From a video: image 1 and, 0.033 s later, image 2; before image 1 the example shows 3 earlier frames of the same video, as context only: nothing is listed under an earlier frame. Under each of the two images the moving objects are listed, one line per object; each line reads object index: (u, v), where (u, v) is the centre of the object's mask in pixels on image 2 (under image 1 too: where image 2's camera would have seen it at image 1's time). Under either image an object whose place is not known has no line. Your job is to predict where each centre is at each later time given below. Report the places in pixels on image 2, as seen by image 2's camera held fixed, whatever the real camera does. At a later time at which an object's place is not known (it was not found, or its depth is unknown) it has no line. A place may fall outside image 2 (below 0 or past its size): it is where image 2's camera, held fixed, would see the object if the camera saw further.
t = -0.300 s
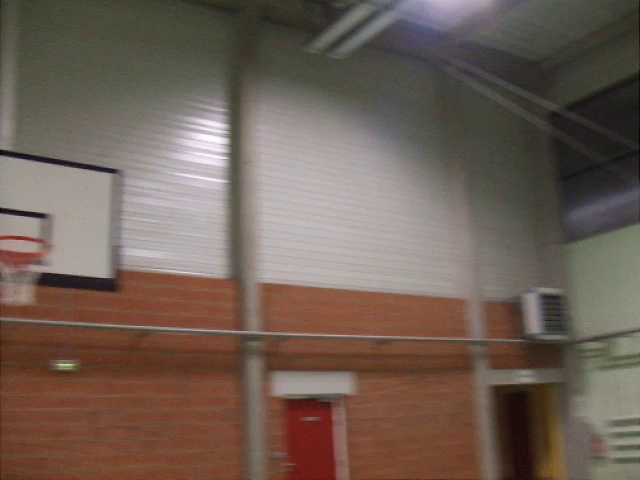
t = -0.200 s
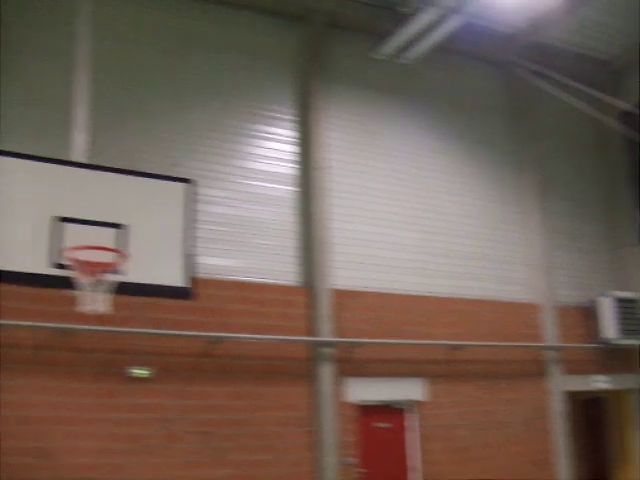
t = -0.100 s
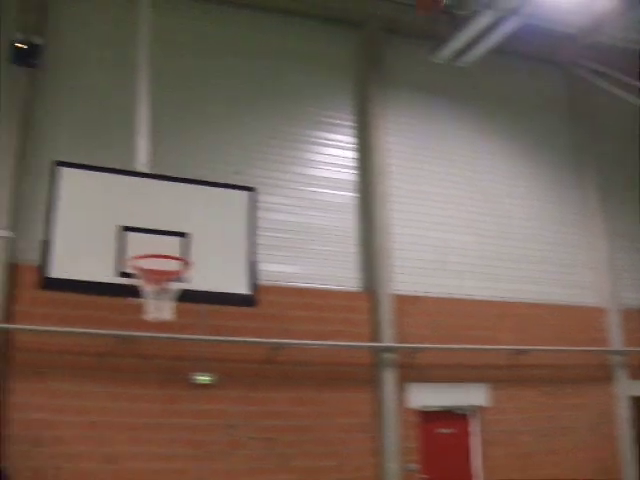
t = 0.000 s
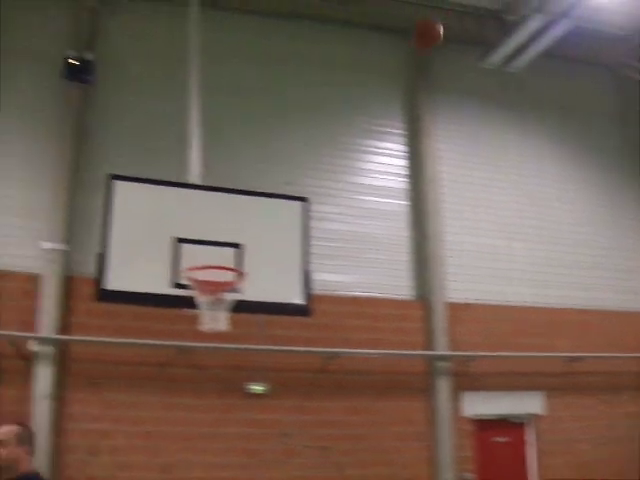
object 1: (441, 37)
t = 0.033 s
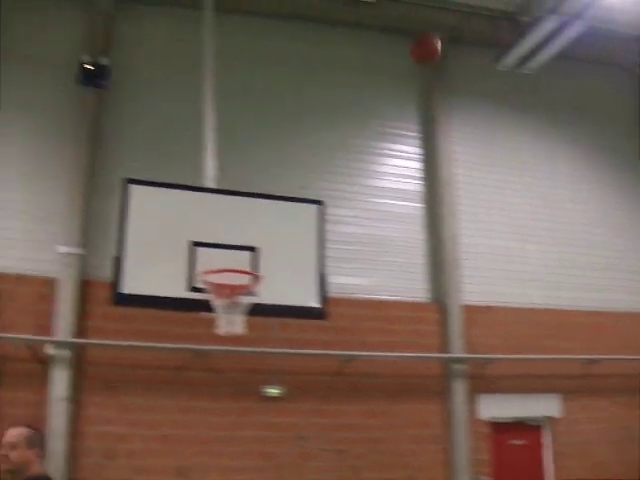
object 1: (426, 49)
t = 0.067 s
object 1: (410, 63)
